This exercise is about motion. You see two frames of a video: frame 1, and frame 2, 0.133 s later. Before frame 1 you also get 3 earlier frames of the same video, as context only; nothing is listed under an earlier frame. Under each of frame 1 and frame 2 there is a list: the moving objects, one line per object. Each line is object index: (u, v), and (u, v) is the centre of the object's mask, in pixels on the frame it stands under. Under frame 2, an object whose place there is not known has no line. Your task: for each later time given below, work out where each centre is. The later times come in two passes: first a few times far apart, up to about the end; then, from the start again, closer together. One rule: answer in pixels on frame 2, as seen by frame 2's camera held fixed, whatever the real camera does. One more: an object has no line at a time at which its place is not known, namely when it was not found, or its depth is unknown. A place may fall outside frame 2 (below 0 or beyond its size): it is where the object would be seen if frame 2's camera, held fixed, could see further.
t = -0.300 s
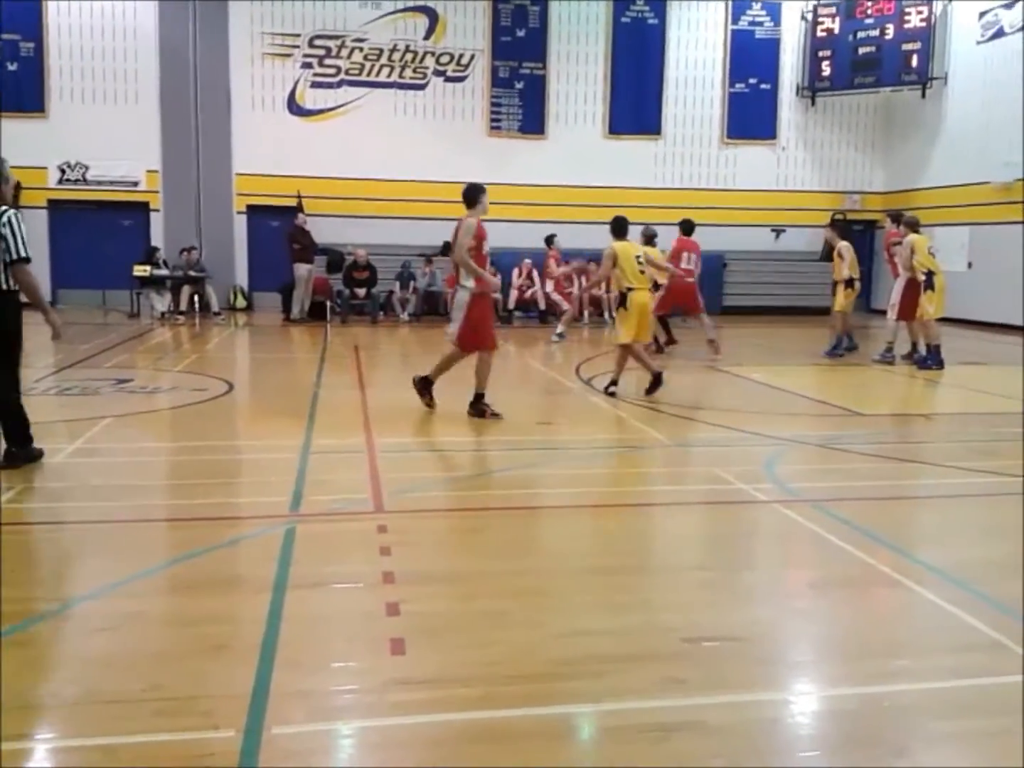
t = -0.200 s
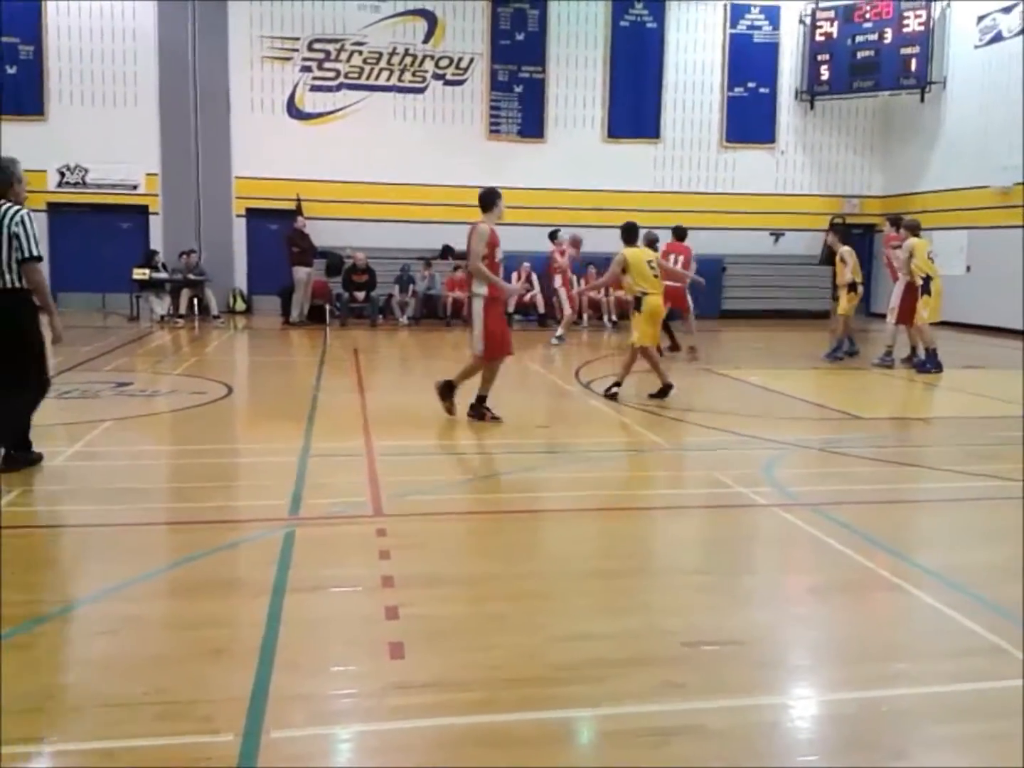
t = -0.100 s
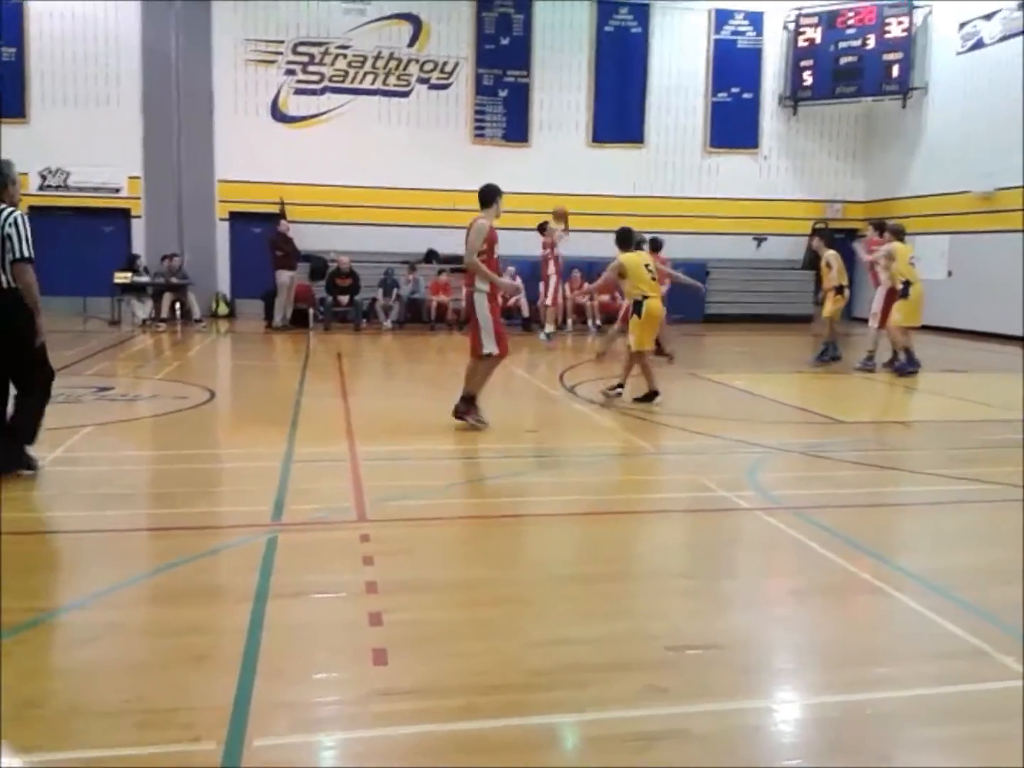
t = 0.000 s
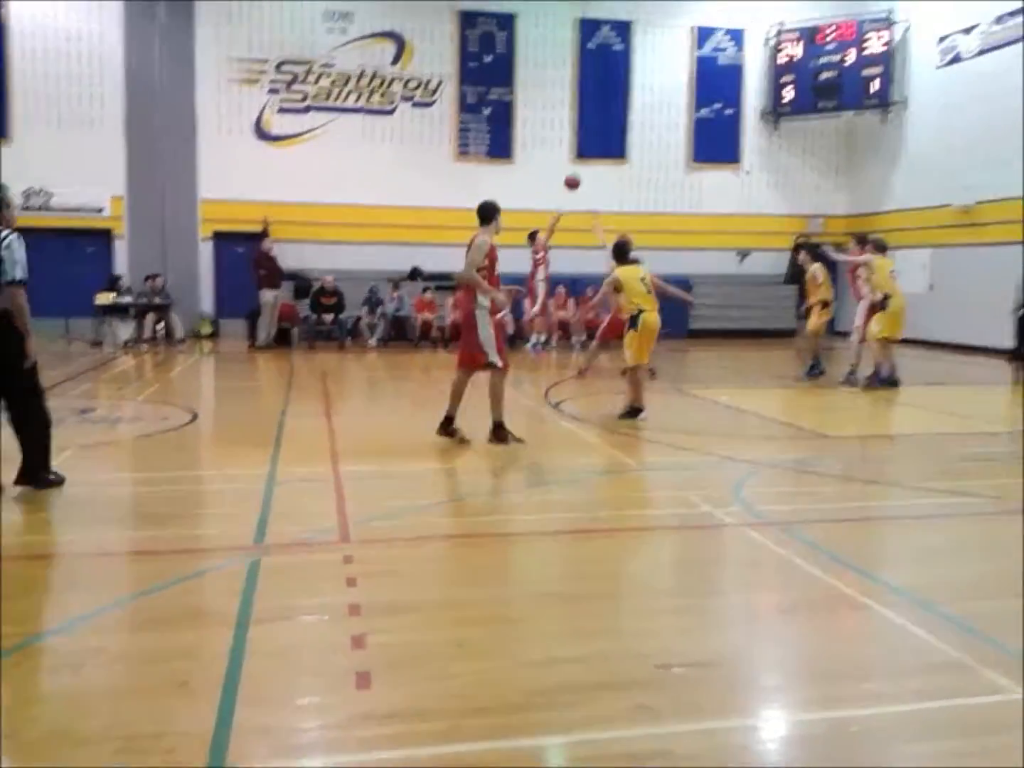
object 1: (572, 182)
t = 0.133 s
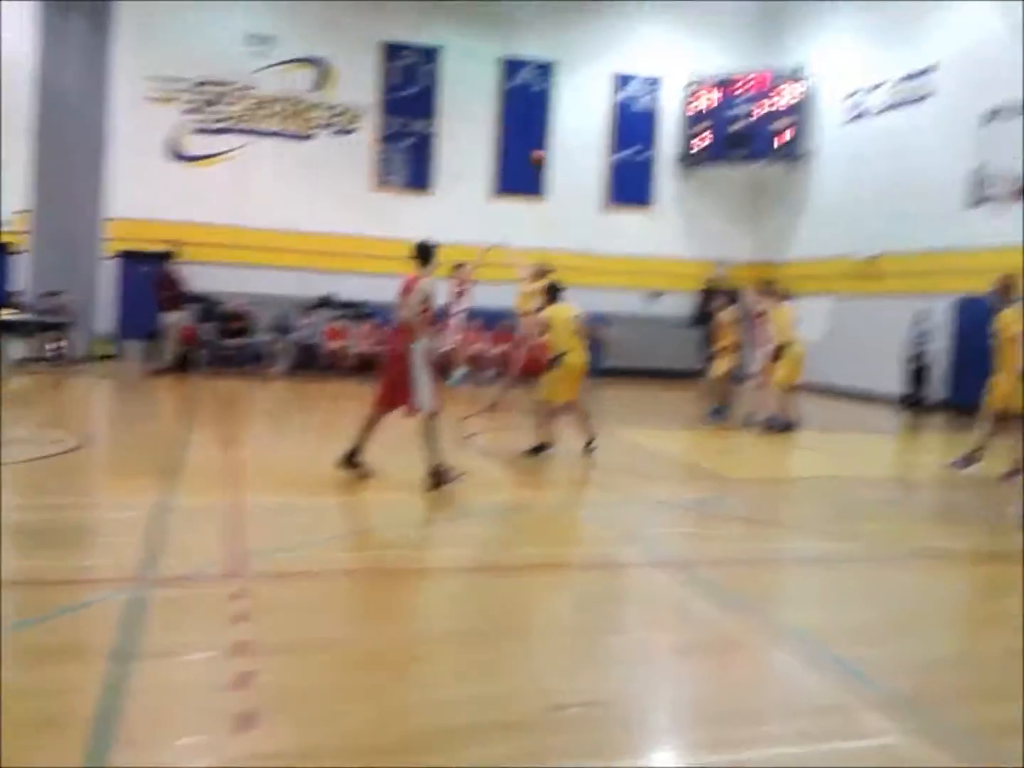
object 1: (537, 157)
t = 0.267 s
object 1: (590, 110)
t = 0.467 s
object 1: (664, 58)
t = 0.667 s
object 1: (742, 37)
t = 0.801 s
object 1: (795, 39)
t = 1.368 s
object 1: (1020, 199)
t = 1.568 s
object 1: (1024, 225)
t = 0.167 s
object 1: (550, 147)
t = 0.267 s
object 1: (590, 110)
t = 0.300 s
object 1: (601, 99)
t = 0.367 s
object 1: (626, 79)
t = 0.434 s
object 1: (651, 64)
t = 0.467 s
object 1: (664, 58)
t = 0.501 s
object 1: (677, 50)
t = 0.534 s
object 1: (690, 46)
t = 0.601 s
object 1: (717, 39)
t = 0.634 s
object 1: (730, 38)
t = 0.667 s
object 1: (742, 37)
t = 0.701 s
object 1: (754, 36)
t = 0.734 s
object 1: (768, 37)
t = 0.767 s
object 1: (782, 38)
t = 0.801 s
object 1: (795, 39)
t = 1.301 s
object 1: (1002, 187)
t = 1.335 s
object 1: (1016, 197)
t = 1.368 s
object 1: (1020, 199)
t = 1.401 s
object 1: (1022, 199)
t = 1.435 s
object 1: (1021, 206)
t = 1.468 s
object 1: (1022, 209)
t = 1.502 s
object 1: (1023, 214)
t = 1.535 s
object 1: (1023, 219)
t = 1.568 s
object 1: (1024, 225)
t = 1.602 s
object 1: (1025, 232)
